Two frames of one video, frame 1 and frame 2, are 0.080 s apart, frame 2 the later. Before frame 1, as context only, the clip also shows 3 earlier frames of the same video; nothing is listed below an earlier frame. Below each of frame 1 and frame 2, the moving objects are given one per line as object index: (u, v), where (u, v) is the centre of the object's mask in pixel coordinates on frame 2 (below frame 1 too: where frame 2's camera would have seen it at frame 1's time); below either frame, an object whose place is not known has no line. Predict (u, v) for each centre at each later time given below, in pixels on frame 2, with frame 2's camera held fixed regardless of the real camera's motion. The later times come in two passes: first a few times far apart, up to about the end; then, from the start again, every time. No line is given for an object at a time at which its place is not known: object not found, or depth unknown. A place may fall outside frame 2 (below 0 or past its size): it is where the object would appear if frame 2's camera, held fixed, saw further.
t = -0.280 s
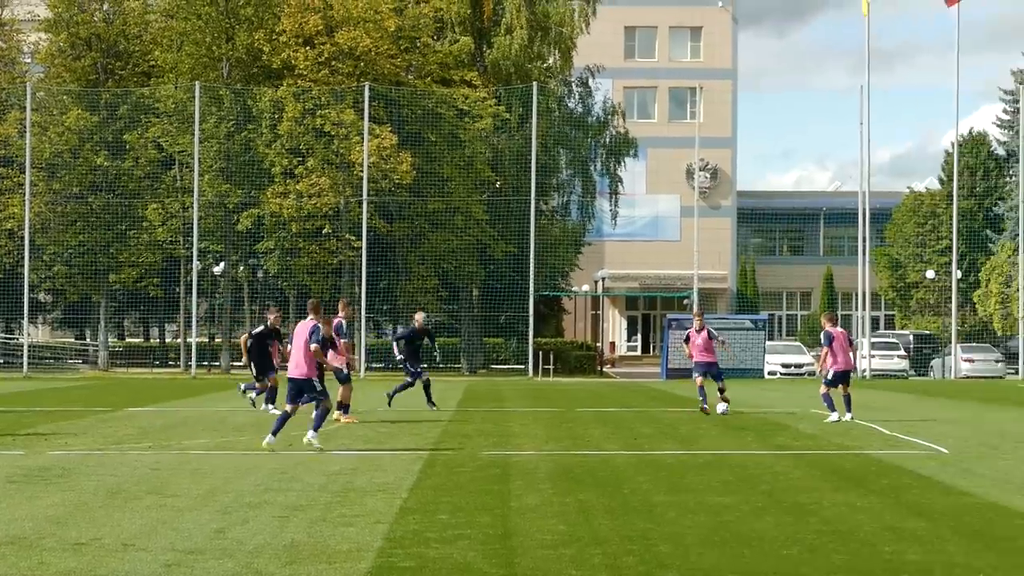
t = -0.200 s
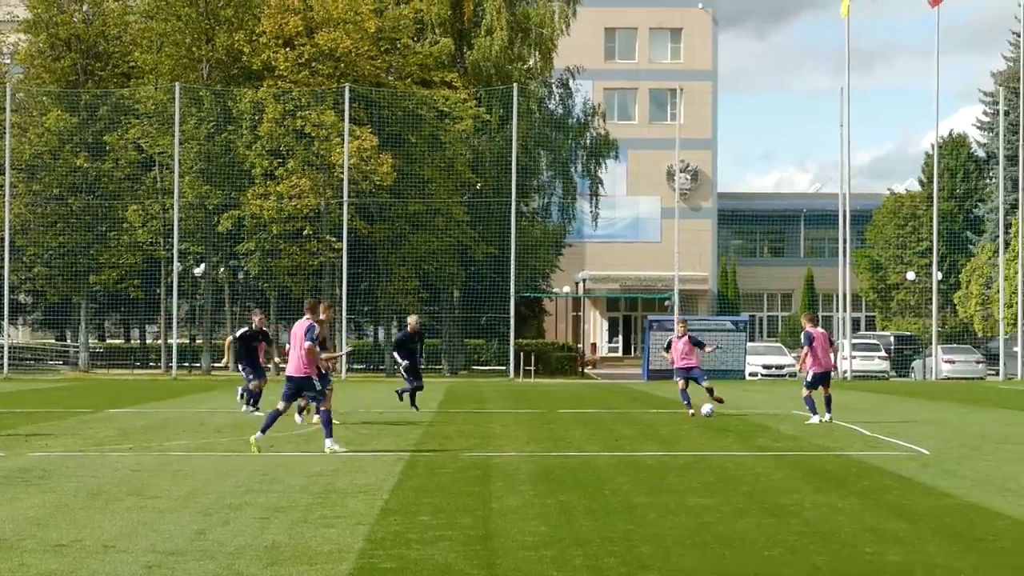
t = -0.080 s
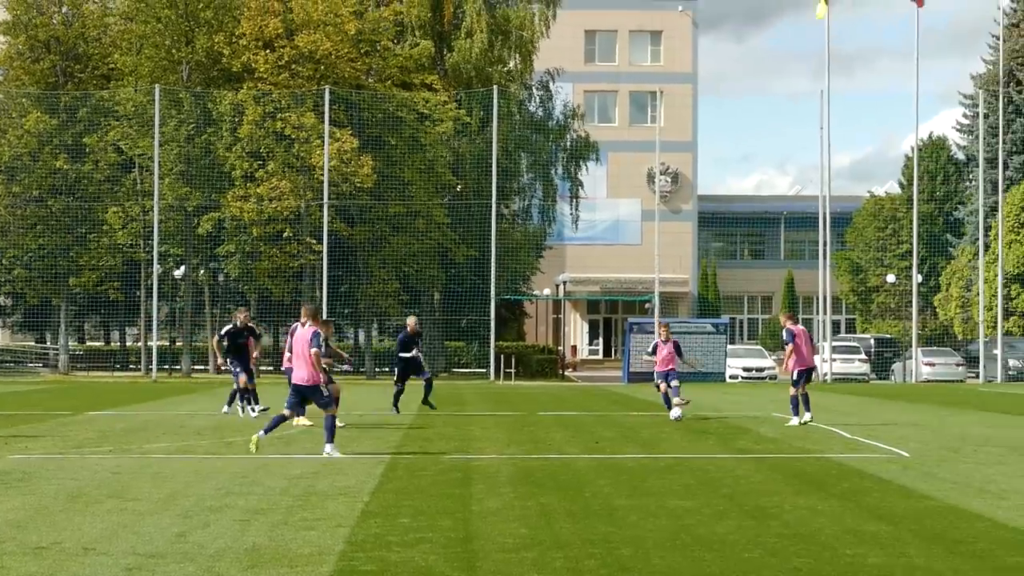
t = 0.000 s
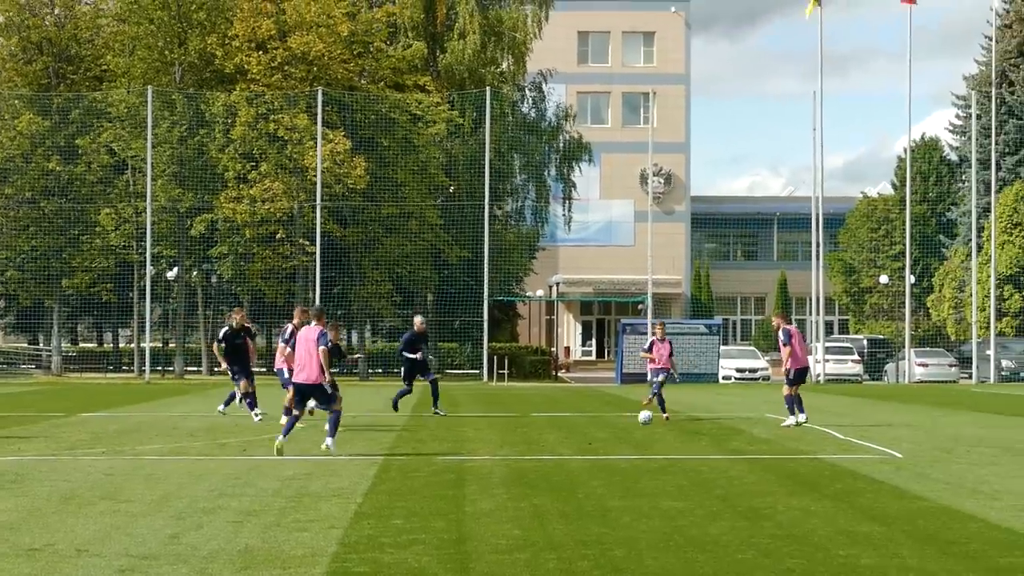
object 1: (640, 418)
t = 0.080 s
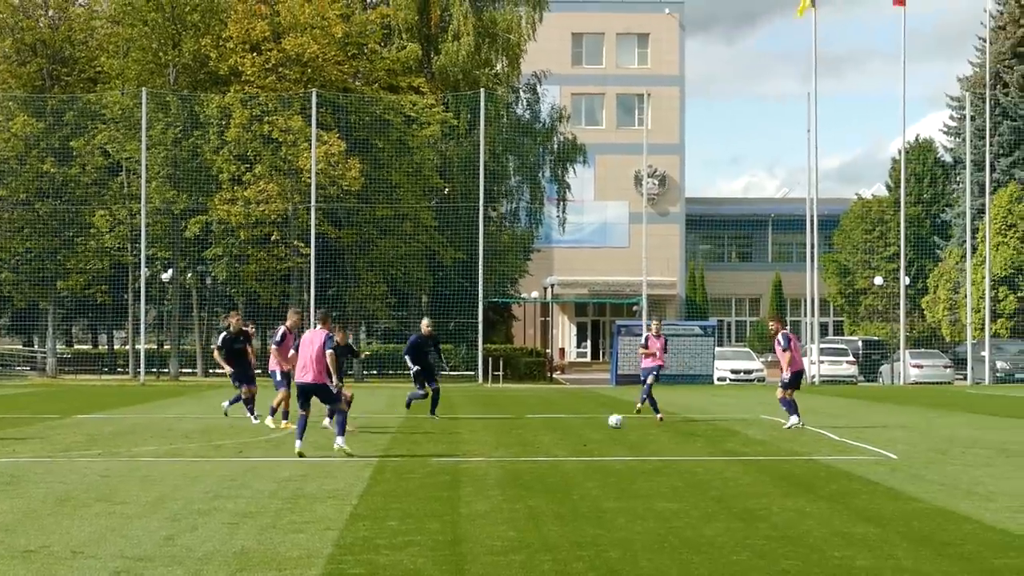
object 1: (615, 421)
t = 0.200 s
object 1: (578, 426)
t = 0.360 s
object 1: (525, 433)
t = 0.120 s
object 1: (603, 421)
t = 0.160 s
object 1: (590, 423)
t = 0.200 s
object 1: (578, 426)
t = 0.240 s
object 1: (564, 429)
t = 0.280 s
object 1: (552, 429)
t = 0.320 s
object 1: (538, 431)
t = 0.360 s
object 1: (525, 433)
